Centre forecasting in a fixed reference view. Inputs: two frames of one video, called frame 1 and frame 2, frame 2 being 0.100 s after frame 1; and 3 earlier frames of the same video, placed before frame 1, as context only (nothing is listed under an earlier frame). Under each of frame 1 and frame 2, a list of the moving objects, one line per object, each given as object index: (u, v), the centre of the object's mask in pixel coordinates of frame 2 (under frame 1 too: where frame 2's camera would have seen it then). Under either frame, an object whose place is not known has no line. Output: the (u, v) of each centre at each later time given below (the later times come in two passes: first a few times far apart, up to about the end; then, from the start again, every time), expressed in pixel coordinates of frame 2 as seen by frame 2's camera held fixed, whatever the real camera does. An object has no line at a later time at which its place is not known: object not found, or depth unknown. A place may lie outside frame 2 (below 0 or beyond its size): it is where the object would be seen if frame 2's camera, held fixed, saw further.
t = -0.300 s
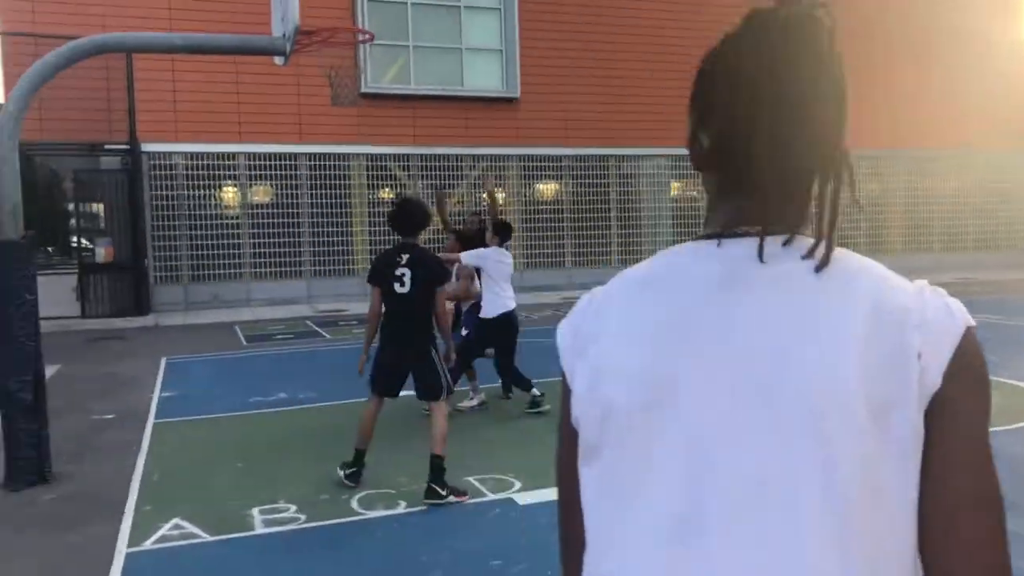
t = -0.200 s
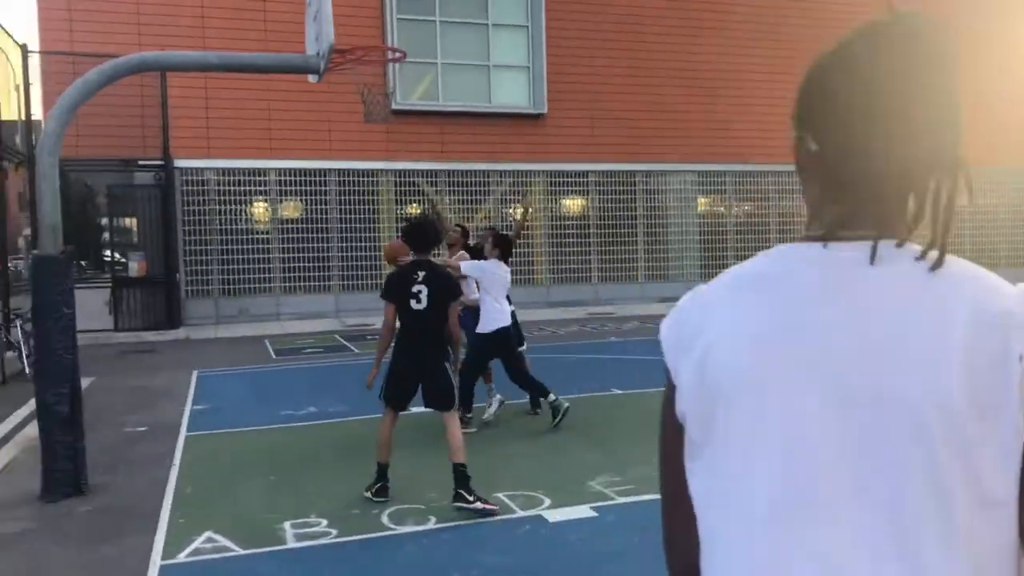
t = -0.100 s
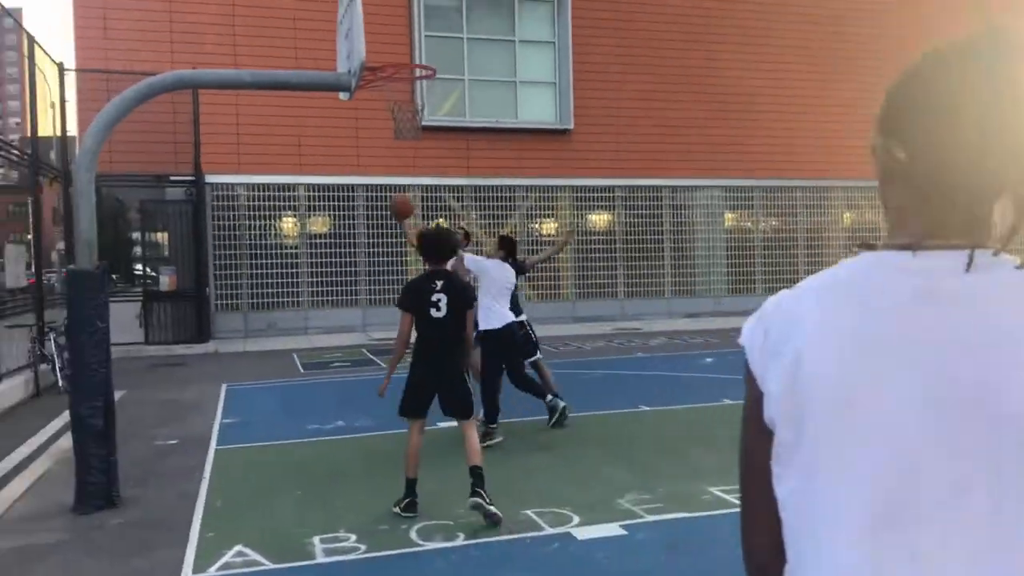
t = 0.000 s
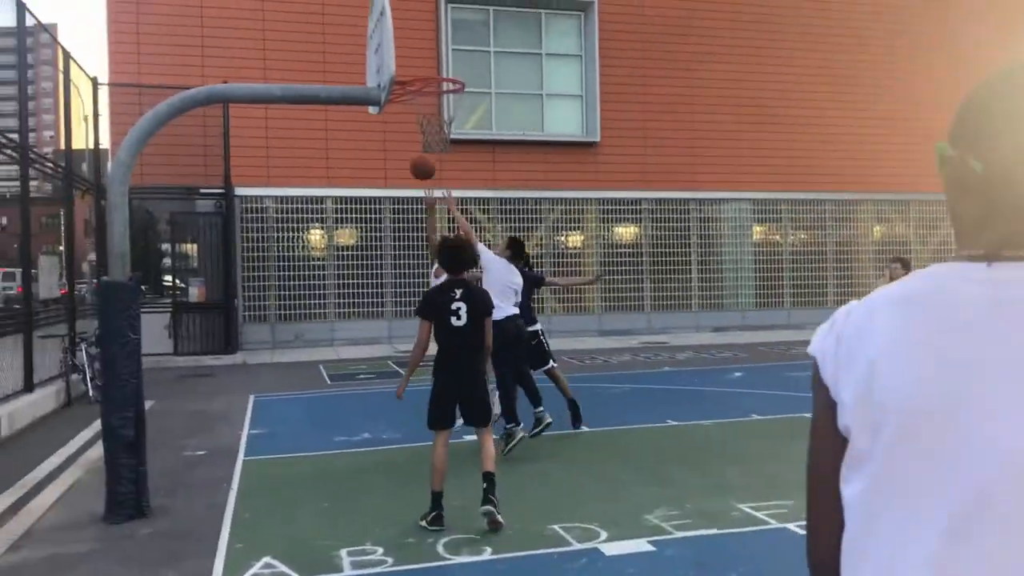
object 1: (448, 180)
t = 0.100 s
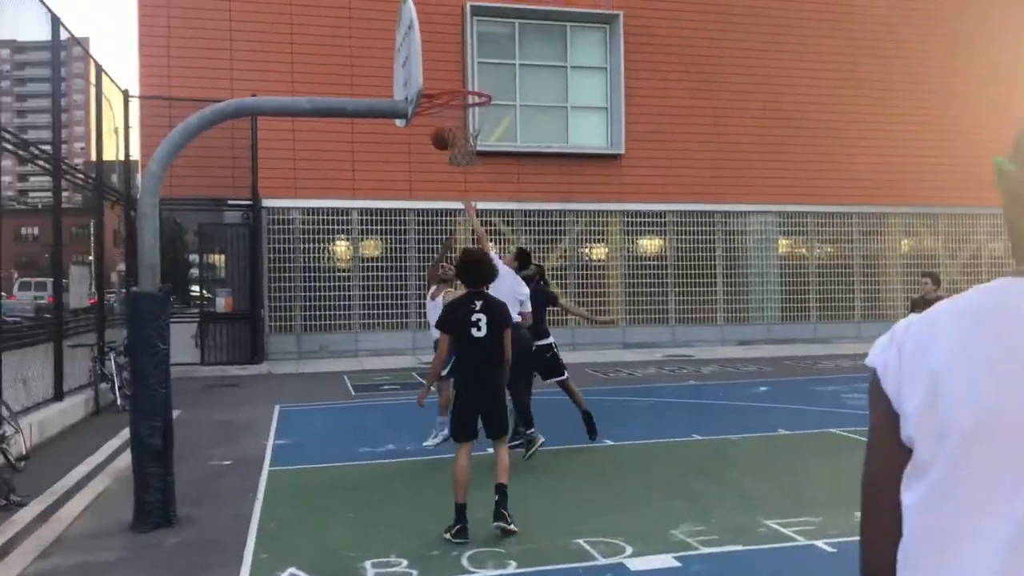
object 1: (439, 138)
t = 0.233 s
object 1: (436, 88)
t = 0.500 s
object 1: (429, 69)
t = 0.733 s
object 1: (445, 76)
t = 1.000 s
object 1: (468, 108)
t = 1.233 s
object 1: (455, 140)
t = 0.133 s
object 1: (441, 126)
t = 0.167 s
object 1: (441, 118)
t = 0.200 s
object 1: (440, 112)
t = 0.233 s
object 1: (436, 88)
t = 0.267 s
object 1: (435, 85)
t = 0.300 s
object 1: (435, 81)
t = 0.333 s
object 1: (433, 76)
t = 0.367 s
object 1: (432, 72)
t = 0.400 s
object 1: (432, 71)
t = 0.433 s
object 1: (431, 68)
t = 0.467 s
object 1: (430, 68)
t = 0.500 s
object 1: (429, 69)
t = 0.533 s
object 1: (429, 71)
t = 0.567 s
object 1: (429, 76)
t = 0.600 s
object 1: (431, 79)
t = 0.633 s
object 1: (433, 82)
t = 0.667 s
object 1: (436, 79)
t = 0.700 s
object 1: (439, 77)
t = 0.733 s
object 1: (445, 76)
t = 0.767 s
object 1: (449, 76)
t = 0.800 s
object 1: (454, 77)
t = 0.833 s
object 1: (459, 79)
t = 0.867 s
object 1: (464, 81)
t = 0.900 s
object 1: (469, 90)
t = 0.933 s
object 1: (471, 96)
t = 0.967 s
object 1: (470, 100)
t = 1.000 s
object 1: (468, 108)
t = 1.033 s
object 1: (468, 112)
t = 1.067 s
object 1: (466, 120)
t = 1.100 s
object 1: (464, 129)
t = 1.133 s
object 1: (462, 134)
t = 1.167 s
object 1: (460, 136)
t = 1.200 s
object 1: (456, 138)
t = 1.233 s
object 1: (455, 140)
